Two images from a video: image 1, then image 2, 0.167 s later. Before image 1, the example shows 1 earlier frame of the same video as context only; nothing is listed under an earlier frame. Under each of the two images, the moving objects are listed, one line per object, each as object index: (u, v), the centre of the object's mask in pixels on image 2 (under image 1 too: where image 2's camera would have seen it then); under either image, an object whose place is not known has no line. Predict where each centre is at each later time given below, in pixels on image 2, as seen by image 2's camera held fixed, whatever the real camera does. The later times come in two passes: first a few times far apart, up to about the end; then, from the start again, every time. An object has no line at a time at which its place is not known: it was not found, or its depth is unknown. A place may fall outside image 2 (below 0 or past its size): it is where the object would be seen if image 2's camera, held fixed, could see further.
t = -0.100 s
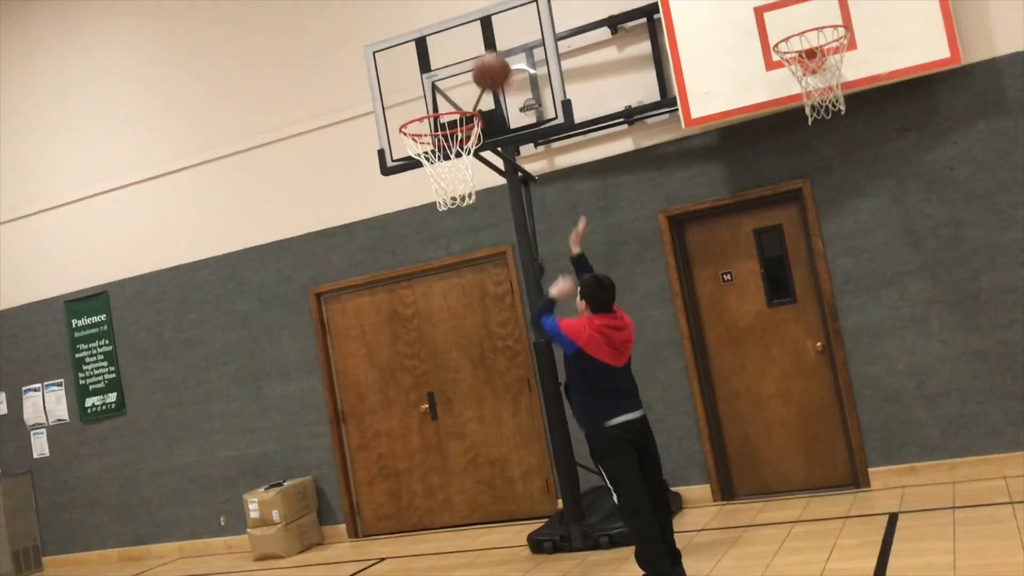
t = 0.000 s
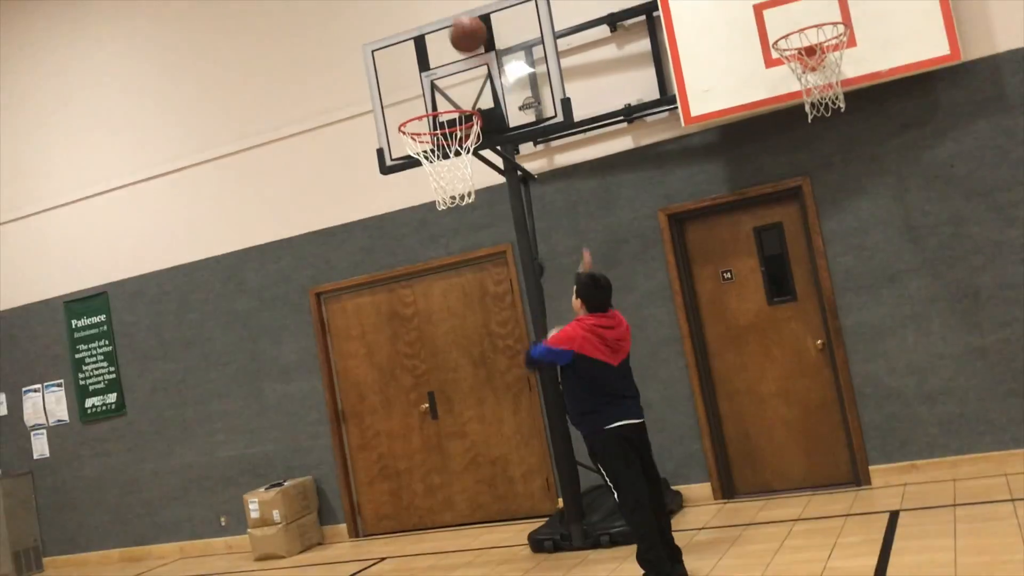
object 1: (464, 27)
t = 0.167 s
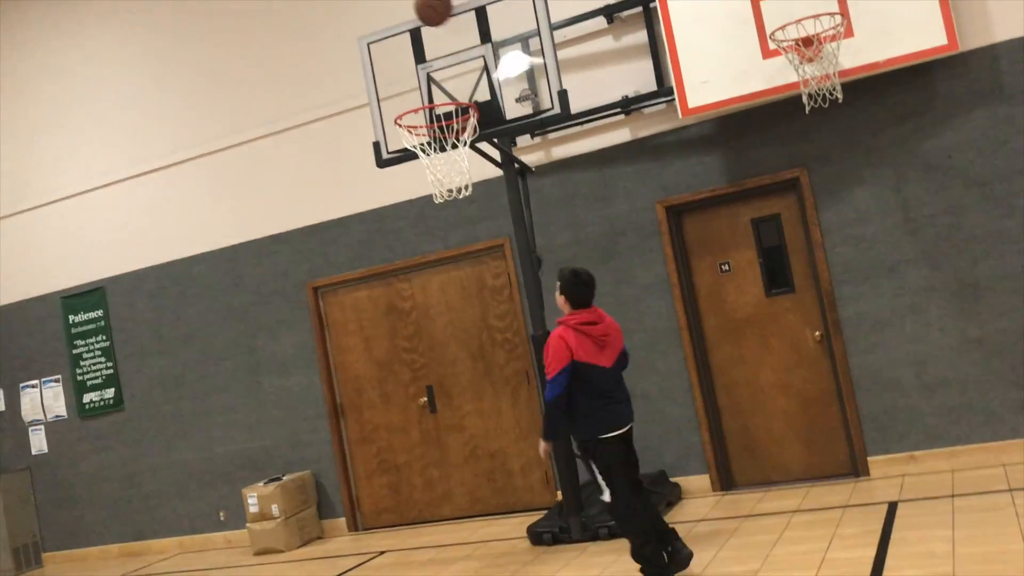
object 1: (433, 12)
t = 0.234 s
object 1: (423, 16)
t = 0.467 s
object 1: (399, 78)
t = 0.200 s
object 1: (428, 13)
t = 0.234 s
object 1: (423, 16)
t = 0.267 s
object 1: (420, 19)
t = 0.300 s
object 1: (415, 24)
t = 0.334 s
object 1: (411, 29)
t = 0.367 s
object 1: (408, 39)
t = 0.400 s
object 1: (404, 50)
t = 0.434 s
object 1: (401, 64)
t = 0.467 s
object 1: (399, 78)
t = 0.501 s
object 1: (397, 94)
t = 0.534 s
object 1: (394, 111)
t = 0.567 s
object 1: (387, 120)
